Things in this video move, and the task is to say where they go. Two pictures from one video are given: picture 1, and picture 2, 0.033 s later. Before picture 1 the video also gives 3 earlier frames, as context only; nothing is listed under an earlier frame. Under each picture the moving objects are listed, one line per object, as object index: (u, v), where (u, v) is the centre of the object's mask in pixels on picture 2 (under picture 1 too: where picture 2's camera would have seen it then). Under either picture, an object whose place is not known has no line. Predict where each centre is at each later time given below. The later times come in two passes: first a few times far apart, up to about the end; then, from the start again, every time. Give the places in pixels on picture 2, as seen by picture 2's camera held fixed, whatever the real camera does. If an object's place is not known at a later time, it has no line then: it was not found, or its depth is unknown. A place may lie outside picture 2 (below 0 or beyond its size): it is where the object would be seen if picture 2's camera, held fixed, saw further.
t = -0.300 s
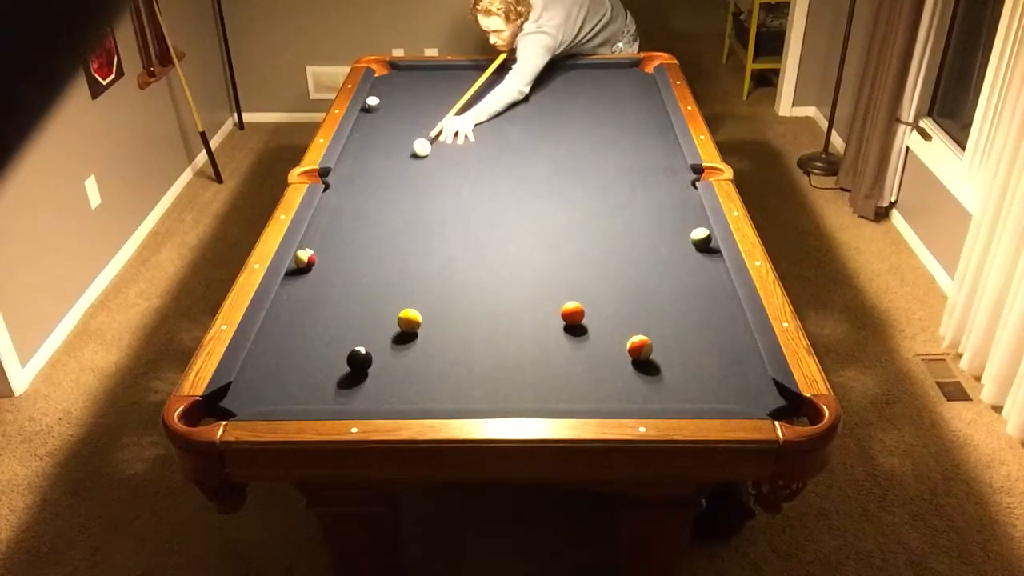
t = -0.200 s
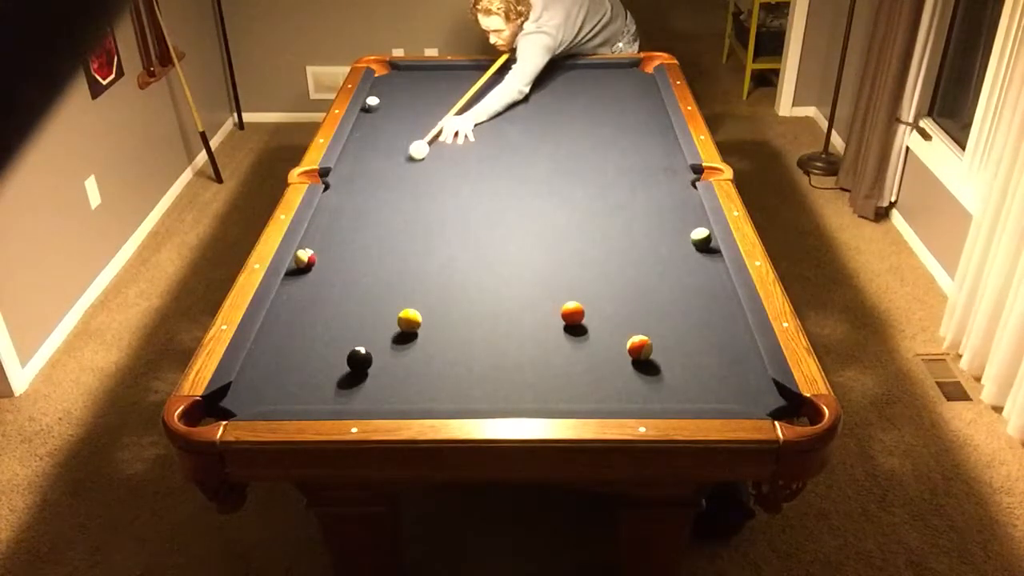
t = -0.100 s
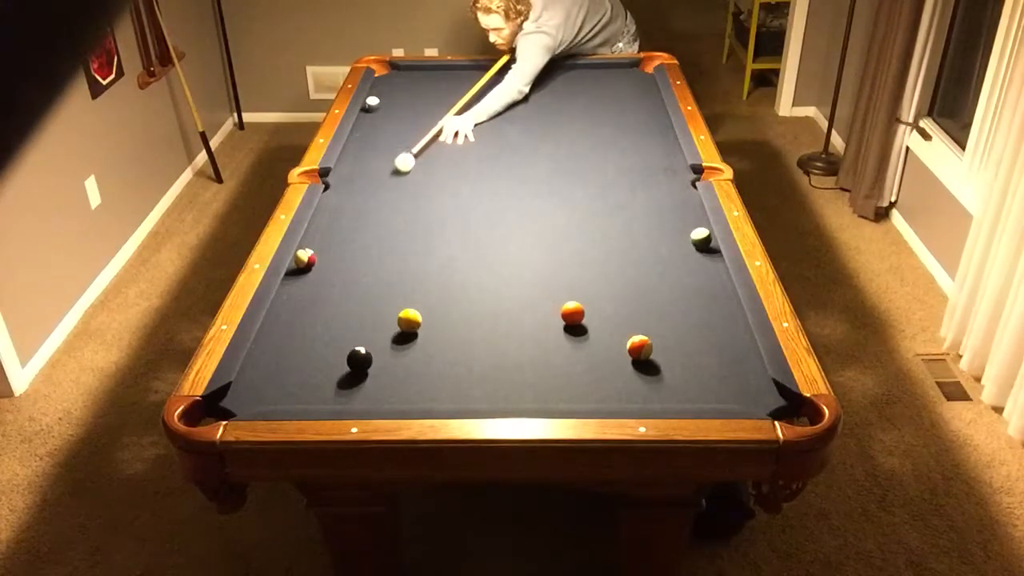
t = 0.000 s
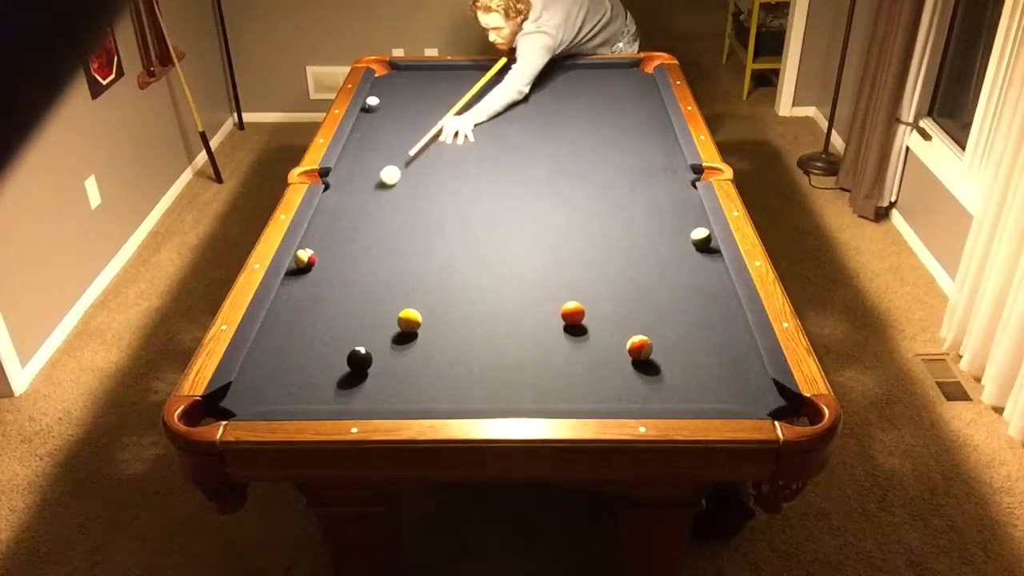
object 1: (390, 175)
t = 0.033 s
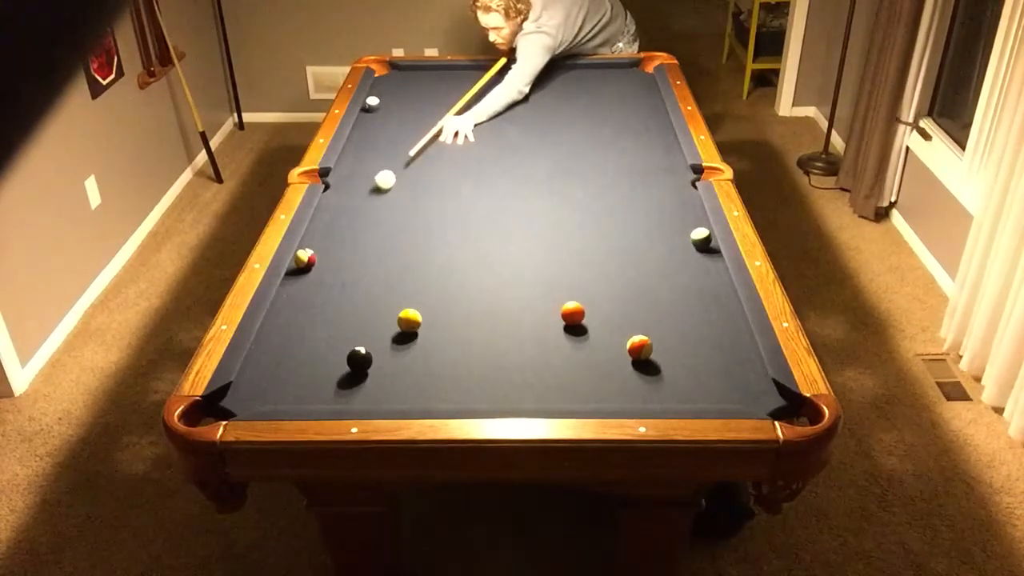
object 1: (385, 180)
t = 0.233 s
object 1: (352, 208)
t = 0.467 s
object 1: (311, 243)
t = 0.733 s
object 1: (325, 253)
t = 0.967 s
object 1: (337, 259)
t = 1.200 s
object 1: (349, 264)
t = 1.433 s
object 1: (360, 268)
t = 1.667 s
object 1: (370, 273)
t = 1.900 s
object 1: (378, 276)
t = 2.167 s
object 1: (386, 279)
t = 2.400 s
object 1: (392, 281)
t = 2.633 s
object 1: (396, 283)
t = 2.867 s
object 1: (399, 284)
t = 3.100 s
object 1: (400, 284)
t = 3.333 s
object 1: (400, 284)
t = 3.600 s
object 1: (400, 285)
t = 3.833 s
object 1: (400, 285)
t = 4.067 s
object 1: (400, 285)
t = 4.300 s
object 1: (400, 285)
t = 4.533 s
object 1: (401, 284)
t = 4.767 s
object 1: (400, 284)
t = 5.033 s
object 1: (400, 284)
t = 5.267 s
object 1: (400, 284)
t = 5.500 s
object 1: (400, 284)
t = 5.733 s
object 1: (400, 284)
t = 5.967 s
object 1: (400, 284)
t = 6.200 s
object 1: (400, 284)
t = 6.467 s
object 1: (400, 284)
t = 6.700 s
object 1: (400, 284)
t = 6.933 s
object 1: (400, 284)
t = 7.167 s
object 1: (400, 284)
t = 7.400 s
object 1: (400, 284)
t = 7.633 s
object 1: (401, 284)
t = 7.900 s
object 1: (401, 284)
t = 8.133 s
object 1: (400, 284)
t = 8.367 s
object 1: (400, 284)
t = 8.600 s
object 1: (400, 284)
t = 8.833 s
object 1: (400, 284)
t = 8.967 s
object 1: (400, 284)
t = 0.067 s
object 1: (380, 184)
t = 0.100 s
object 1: (374, 189)
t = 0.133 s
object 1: (369, 193)
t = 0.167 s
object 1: (364, 198)
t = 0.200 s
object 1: (358, 203)
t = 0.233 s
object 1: (352, 208)
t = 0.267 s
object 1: (347, 213)
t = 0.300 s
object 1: (341, 218)
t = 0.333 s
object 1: (335, 223)
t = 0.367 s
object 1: (329, 228)
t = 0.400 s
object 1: (323, 234)
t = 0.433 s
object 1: (317, 240)
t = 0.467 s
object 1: (311, 243)
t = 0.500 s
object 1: (311, 246)
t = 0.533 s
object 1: (313, 248)
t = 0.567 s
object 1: (315, 249)
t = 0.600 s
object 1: (317, 250)
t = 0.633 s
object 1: (319, 251)
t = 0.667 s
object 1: (321, 252)
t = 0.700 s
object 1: (323, 253)
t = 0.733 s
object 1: (325, 253)
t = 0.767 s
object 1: (326, 254)
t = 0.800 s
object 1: (328, 255)
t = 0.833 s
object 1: (330, 256)
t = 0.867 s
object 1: (332, 257)
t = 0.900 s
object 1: (334, 257)
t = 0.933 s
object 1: (336, 258)
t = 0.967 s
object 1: (337, 259)
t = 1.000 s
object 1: (339, 259)
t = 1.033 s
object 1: (341, 260)
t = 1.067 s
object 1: (343, 261)
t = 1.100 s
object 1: (344, 262)
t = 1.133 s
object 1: (346, 262)
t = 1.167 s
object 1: (348, 263)
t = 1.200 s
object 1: (349, 264)
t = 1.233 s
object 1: (351, 265)
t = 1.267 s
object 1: (352, 265)
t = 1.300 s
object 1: (354, 266)
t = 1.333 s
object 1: (356, 266)
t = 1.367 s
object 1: (357, 267)
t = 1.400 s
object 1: (359, 268)
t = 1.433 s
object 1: (360, 268)
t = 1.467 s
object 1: (362, 269)
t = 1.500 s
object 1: (363, 270)
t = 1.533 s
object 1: (364, 270)
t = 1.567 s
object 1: (366, 271)
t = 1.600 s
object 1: (367, 271)
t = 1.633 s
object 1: (368, 272)
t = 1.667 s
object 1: (370, 273)
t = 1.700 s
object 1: (371, 273)
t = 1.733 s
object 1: (372, 274)
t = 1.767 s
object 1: (373, 274)
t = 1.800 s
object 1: (374, 275)
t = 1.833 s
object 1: (375, 275)
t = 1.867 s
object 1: (377, 275)
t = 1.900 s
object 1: (378, 276)
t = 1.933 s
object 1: (379, 277)
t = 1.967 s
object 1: (380, 277)
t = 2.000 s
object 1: (381, 277)
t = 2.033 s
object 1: (382, 278)
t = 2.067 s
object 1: (383, 278)
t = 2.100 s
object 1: (384, 278)
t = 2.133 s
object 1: (385, 279)
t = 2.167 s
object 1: (386, 279)
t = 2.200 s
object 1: (387, 280)
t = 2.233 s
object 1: (388, 280)
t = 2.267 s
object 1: (389, 280)
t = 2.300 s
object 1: (389, 280)
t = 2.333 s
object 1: (390, 281)
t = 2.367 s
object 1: (391, 281)
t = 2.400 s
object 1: (392, 281)
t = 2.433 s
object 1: (392, 282)
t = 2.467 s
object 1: (393, 282)
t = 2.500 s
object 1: (394, 282)
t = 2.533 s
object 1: (394, 282)
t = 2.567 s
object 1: (395, 283)
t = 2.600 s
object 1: (396, 283)
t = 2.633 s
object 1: (396, 283)
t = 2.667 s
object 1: (397, 283)
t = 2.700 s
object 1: (397, 283)
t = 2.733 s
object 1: (398, 283)
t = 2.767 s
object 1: (398, 284)
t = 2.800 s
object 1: (399, 284)
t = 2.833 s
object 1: (399, 284)
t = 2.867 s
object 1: (399, 284)
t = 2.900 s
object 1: (399, 284)
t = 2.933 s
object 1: (400, 284)
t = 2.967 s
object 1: (400, 284)
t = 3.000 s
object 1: (400, 284)
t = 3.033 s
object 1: (400, 284)
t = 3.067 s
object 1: (400, 284)
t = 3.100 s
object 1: (400, 284)
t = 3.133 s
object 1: (400, 284)
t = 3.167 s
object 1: (400, 284)
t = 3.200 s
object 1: (401, 284)
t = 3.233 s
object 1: (400, 285)
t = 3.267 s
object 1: (400, 284)
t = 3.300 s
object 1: (400, 285)
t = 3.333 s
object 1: (400, 284)
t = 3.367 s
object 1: (400, 285)
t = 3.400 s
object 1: (400, 284)
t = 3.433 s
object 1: (400, 285)
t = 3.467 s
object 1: (400, 285)
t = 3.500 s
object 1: (400, 284)
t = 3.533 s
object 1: (400, 285)
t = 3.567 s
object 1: (400, 284)
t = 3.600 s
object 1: (400, 285)
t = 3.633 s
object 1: (400, 285)
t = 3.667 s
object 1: (400, 284)
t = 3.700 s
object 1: (400, 285)
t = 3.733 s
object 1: (400, 284)
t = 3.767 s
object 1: (400, 285)
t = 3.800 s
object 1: (400, 285)
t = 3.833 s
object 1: (400, 285)
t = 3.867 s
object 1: (400, 284)
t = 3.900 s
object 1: (400, 284)
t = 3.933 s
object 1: (400, 285)
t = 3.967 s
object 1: (400, 284)
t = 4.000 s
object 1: (400, 285)
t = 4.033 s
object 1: (400, 284)
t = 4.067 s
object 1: (400, 285)
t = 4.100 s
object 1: (400, 284)
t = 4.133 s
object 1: (400, 284)
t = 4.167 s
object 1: (400, 285)
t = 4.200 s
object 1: (400, 284)
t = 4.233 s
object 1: (400, 285)
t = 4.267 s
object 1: (400, 284)
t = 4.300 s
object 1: (400, 285)
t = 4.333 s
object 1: (400, 284)
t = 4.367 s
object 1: (400, 284)
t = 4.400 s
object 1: (400, 285)
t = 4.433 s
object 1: (400, 284)
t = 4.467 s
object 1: (401, 284)
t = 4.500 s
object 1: (400, 285)
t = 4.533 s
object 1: (401, 284)
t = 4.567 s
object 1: (400, 285)
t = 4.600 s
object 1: (400, 284)
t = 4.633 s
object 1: (400, 284)
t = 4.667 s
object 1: (400, 284)
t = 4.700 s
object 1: (400, 284)
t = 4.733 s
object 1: (400, 284)
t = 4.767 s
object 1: (400, 284)
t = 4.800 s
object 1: (400, 284)
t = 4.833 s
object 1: (400, 284)
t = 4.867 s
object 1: (400, 284)
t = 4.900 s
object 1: (400, 284)
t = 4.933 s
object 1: (400, 284)
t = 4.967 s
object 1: (400, 284)
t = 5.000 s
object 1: (400, 284)
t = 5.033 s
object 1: (400, 284)
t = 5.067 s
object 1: (400, 284)
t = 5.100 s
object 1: (400, 284)
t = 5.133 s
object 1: (400, 284)
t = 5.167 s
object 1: (400, 284)
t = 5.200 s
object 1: (400, 284)
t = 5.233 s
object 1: (400, 284)
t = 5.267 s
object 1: (400, 284)
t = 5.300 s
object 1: (400, 284)
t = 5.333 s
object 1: (400, 284)
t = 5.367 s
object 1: (400, 284)
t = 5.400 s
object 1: (400, 284)
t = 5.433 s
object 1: (400, 284)
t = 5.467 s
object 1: (400, 284)
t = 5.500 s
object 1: (400, 284)
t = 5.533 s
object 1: (400, 284)
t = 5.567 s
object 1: (400, 284)
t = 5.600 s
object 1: (400, 284)
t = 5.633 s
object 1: (400, 284)
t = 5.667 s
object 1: (400, 284)
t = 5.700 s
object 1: (400, 284)
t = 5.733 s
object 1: (400, 284)
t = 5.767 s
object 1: (400, 284)
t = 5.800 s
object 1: (400, 284)
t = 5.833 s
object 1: (400, 284)
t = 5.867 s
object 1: (400, 284)
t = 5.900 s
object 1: (400, 284)
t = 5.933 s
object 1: (400, 284)
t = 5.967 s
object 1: (400, 284)
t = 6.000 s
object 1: (400, 284)
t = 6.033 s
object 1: (400, 284)
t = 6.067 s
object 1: (400, 284)
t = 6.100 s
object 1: (400, 284)
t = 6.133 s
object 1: (400, 284)
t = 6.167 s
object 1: (400, 284)
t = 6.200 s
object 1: (400, 284)
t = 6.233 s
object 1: (400, 284)
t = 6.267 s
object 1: (400, 284)
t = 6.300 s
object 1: (400, 284)
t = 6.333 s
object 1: (400, 284)
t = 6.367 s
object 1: (400, 284)
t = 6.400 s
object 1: (400, 284)
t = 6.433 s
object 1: (400, 284)
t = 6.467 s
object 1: (400, 284)
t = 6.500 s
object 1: (400, 284)
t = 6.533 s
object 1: (400, 284)
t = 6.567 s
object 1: (400, 284)
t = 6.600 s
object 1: (400, 284)
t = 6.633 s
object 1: (400, 284)
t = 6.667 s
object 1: (400, 284)
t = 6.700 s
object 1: (400, 284)
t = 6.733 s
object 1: (400, 284)
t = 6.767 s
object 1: (400, 284)
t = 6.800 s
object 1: (400, 284)
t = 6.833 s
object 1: (400, 284)
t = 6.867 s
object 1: (400, 284)
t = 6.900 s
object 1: (400, 284)
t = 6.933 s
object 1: (400, 284)
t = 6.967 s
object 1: (400, 284)
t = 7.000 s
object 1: (400, 284)
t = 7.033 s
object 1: (400, 284)
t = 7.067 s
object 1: (400, 284)
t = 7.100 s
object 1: (400, 284)
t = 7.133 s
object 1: (400, 284)
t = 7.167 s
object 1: (400, 284)
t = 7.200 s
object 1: (400, 284)
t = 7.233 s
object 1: (400, 284)
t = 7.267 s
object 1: (400, 284)
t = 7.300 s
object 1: (400, 284)
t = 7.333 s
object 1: (400, 285)
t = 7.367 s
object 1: (400, 284)
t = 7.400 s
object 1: (400, 284)
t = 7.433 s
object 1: (400, 284)
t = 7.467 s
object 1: (401, 284)
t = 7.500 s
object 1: (401, 284)
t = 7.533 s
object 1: (401, 284)
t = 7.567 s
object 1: (401, 284)
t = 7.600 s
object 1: (401, 284)
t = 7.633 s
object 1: (401, 284)
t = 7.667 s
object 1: (401, 284)
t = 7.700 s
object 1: (401, 284)
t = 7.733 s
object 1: (401, 284)
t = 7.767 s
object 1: (401, 284)
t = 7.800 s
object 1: (401, 284)
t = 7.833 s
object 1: (401, 284)
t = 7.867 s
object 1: (401, 284)
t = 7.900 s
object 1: (401, 284)
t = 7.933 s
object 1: (401, 284)
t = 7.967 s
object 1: (400, 284)
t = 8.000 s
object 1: (401, 284)
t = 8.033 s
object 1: (400, 284)
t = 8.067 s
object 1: (401, 284)
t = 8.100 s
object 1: (400, 284)
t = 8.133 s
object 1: (400, 284)
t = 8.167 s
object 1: (400, 284)
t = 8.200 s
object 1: (400, 284)
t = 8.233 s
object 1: (400, 284)
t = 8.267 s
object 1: (400, 284)
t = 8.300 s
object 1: (400, 284)
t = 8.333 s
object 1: (400, 284)
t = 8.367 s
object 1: (400, 284)
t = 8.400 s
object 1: (401, 284)
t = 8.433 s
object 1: (400, 284)
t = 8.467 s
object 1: (401, 284)
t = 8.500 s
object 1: (400, 284)
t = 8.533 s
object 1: (400, 284)
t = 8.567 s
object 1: (400, 284)
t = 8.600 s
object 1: (400, 284)
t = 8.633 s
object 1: (400, 284)
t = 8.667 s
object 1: (400, 284)
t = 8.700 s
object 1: (400, 284)
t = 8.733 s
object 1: (400, 284)
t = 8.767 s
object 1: (400, 284)
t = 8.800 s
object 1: (400, 284)
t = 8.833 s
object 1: (400, 284)
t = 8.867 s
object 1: (400, 284)
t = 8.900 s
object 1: (400, 284)
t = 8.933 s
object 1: (400, 284)
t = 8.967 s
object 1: (400, 284)
